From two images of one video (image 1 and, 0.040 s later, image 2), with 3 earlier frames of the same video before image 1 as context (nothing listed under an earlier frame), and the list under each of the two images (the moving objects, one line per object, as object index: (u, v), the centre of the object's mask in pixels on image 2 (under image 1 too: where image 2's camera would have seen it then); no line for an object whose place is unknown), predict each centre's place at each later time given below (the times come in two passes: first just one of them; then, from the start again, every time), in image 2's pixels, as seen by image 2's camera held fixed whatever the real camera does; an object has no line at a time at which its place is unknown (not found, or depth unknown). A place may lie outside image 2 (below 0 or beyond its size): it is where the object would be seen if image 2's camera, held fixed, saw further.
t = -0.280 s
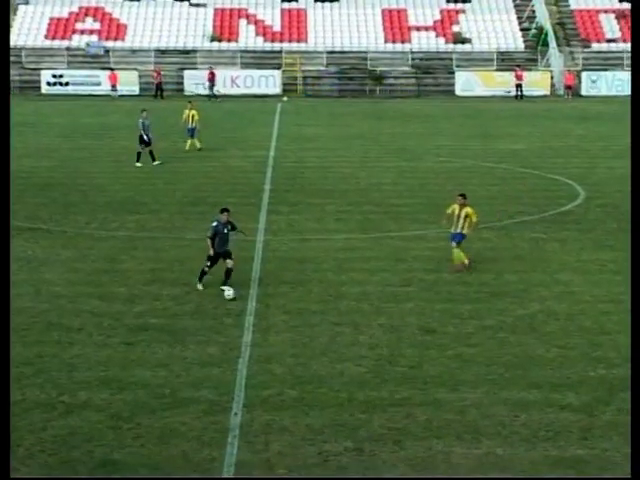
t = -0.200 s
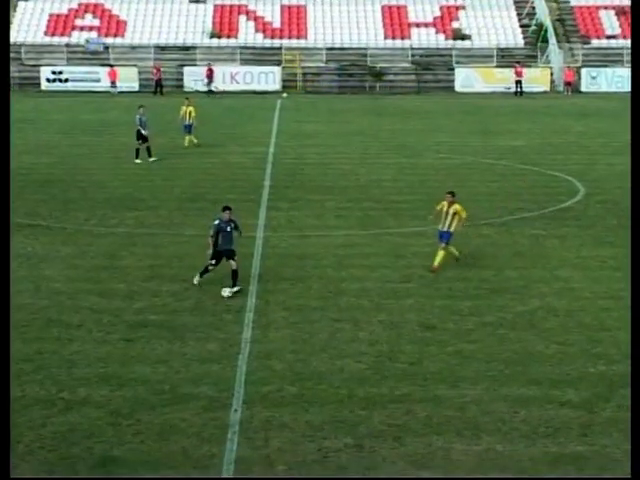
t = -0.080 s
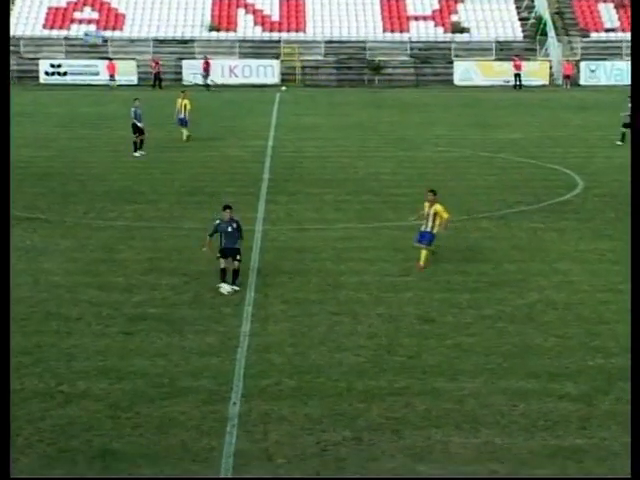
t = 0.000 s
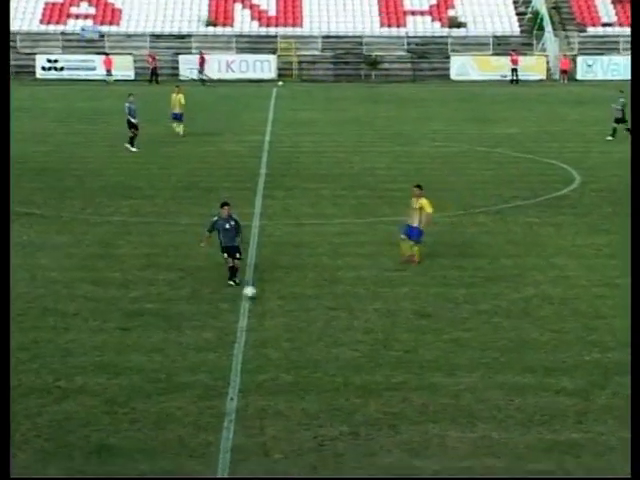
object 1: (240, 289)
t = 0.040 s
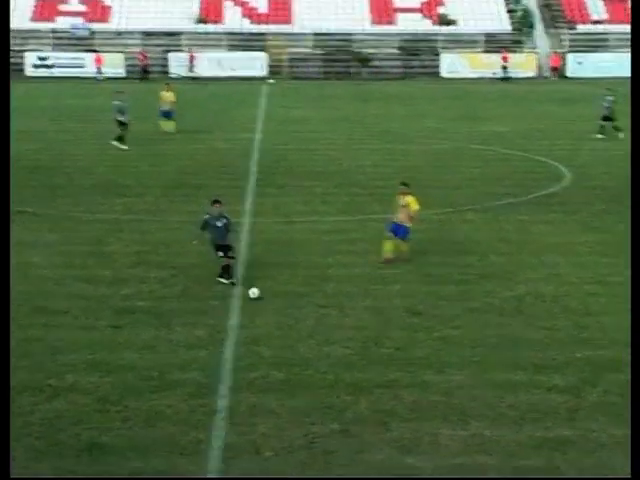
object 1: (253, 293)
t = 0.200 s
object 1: (306, 310)
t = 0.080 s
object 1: (267, 297)
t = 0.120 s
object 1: (281, 303)
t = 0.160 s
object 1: (294, 308)
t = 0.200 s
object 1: (306, 310)
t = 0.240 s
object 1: (318, 313)
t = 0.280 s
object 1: (330, 316)
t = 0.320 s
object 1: (343, 322)
